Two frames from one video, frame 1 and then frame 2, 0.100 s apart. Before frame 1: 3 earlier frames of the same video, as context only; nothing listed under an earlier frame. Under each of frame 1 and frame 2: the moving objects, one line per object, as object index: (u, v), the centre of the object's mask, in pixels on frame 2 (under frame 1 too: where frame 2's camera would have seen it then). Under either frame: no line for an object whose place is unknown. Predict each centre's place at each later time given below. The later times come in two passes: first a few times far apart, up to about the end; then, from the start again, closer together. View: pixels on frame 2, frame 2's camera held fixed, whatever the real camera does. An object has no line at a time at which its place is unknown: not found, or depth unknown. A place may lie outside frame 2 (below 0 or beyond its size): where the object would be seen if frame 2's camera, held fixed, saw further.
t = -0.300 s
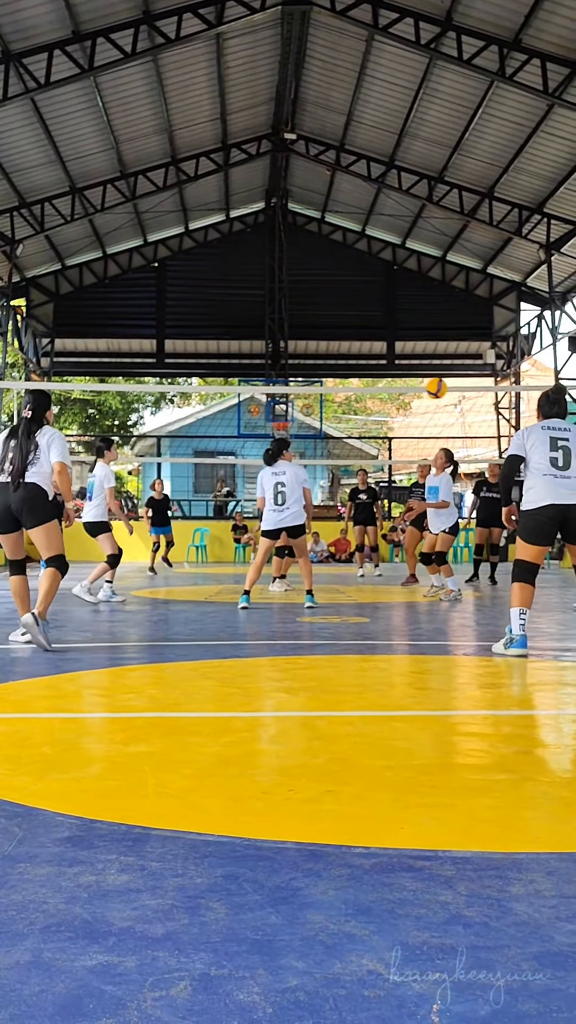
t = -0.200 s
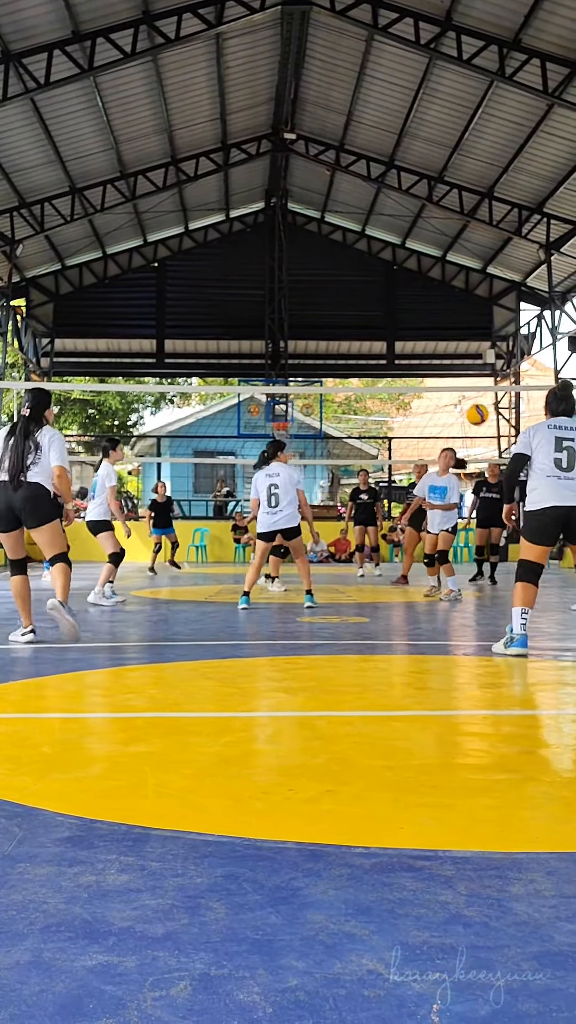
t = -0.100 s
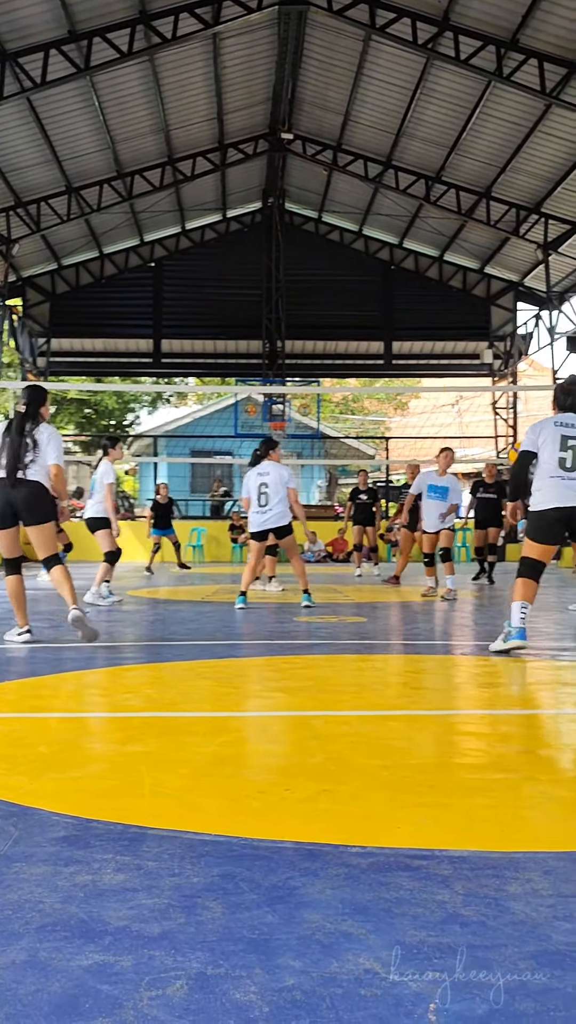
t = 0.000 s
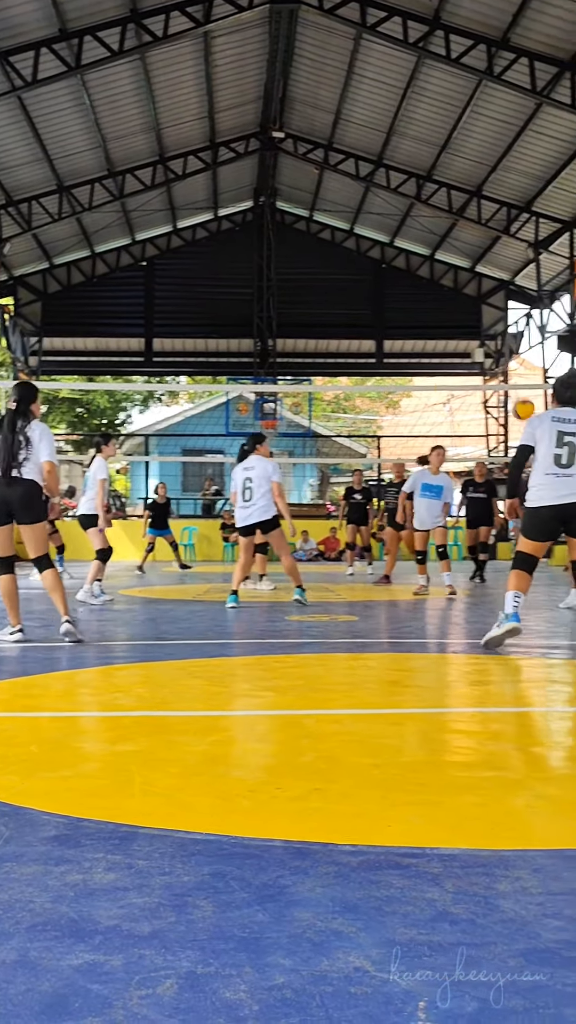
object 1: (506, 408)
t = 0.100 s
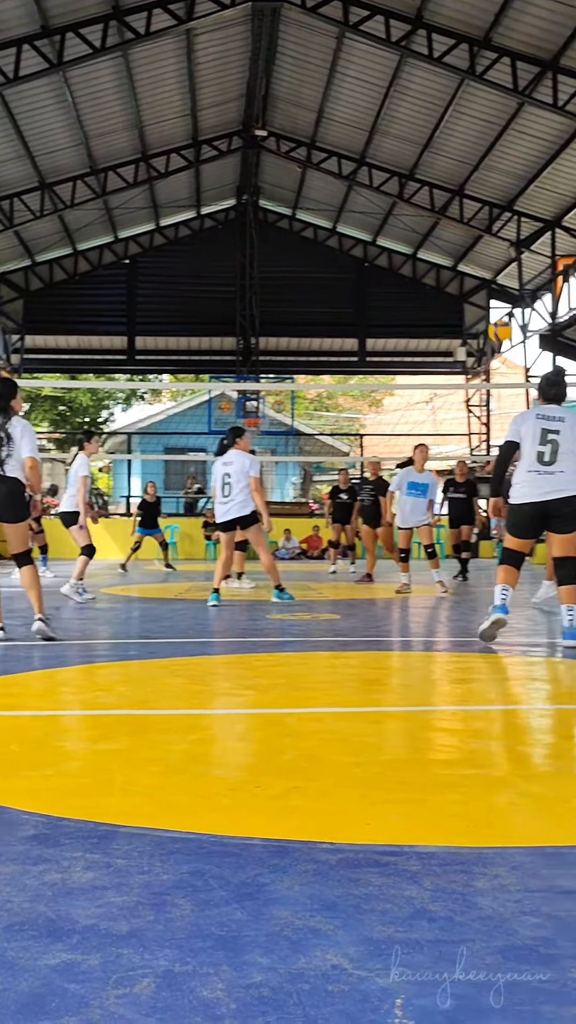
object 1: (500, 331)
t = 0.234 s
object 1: (496, 249)
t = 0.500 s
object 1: (488, 153)
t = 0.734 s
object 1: (485, 132)
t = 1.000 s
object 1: (481, 177)
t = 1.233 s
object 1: (479, 273)
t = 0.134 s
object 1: (500, 307)
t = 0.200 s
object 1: (496, 267)
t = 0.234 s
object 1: (496, 249)
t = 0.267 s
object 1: (494, 233)
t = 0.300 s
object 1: (492, 218)
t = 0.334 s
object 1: (492, 204)
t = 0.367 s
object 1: (491, 192)
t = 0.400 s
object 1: (490, 180)
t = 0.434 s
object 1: (490, 170)
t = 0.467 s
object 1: (489, 161)
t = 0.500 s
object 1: (488, 153)
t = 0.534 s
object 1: (488, 147)
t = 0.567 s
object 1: (487, 141)
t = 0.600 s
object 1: (487, 138)
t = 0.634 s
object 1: (487, 134)
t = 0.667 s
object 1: (486, 133)
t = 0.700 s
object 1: (485, 132)
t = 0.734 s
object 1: (485, 132)
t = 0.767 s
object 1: (485, 134)
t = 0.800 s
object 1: (484, 137)
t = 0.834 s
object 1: (484, 140)
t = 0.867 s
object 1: (483, 145)
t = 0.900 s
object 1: (482, 152)
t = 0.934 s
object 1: (483, 159)
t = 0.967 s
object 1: (482, 167)
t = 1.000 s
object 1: (481, 177)
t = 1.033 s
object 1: (481, 187)
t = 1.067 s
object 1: (480, 199)
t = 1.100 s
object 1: (480, 212)
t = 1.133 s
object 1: (480, 225)
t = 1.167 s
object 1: (479, 240)
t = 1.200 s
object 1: (478, 257)
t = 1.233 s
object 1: (479, 273)
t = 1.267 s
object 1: (478, 292)
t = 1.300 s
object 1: (476, 311)
